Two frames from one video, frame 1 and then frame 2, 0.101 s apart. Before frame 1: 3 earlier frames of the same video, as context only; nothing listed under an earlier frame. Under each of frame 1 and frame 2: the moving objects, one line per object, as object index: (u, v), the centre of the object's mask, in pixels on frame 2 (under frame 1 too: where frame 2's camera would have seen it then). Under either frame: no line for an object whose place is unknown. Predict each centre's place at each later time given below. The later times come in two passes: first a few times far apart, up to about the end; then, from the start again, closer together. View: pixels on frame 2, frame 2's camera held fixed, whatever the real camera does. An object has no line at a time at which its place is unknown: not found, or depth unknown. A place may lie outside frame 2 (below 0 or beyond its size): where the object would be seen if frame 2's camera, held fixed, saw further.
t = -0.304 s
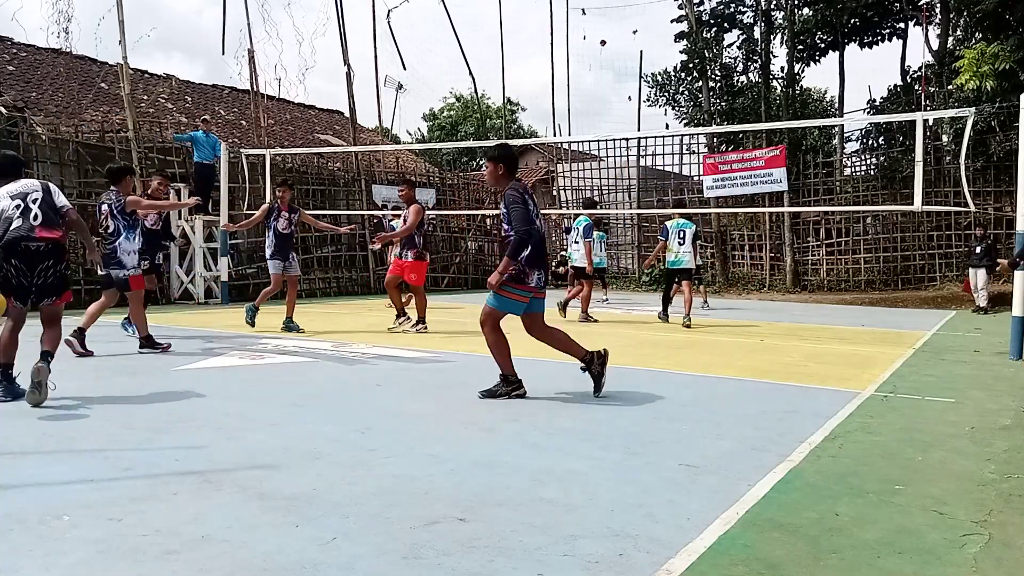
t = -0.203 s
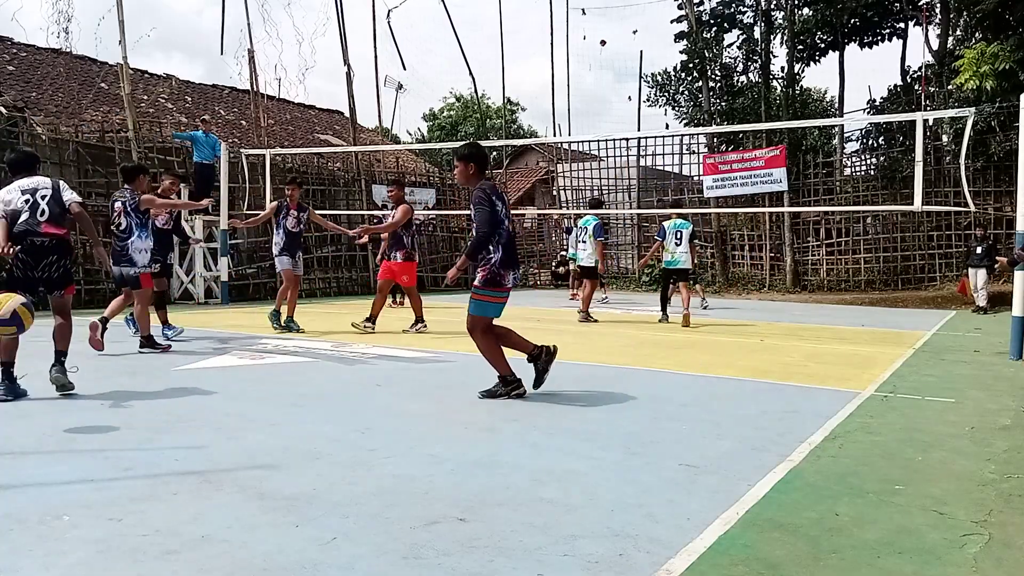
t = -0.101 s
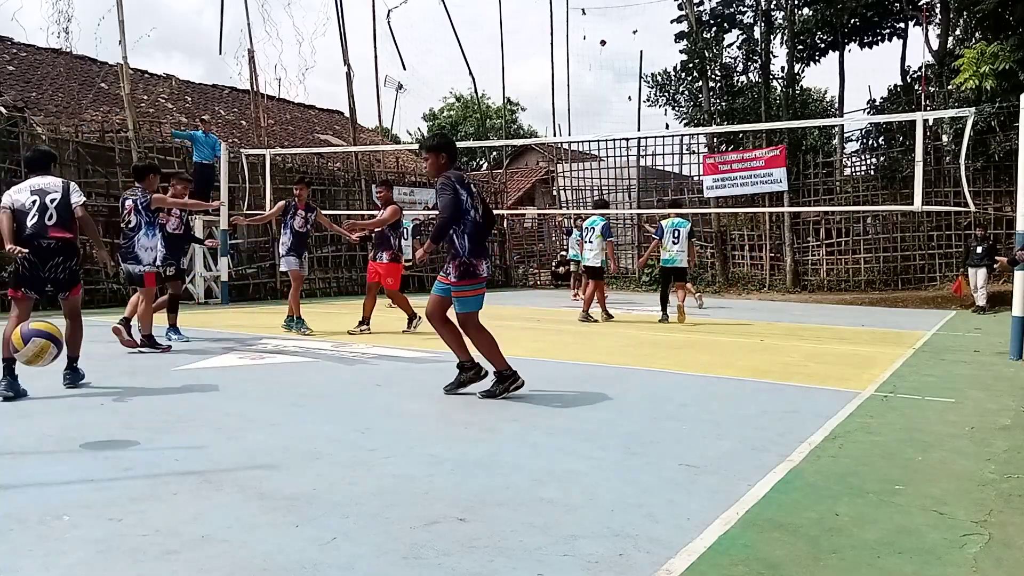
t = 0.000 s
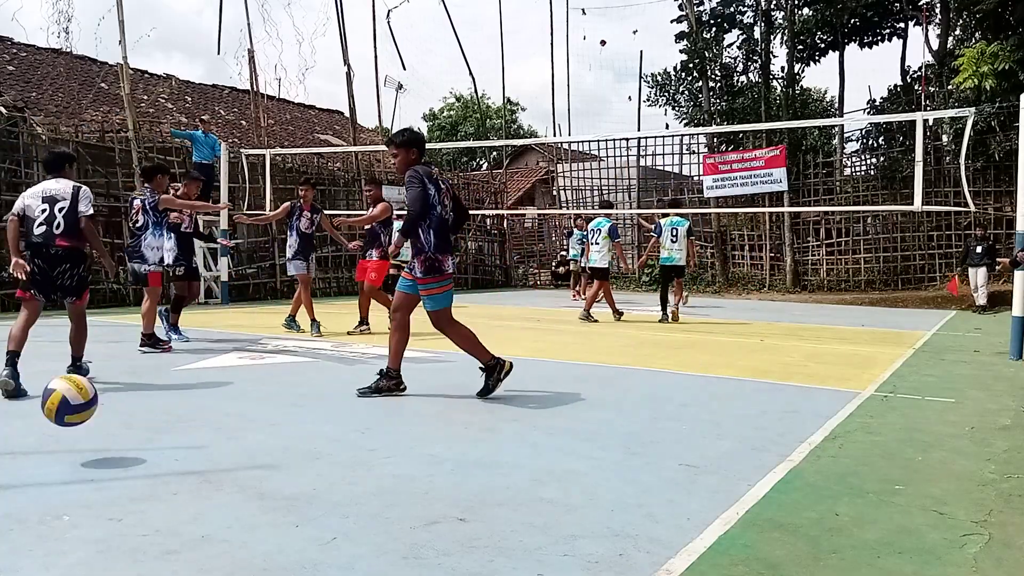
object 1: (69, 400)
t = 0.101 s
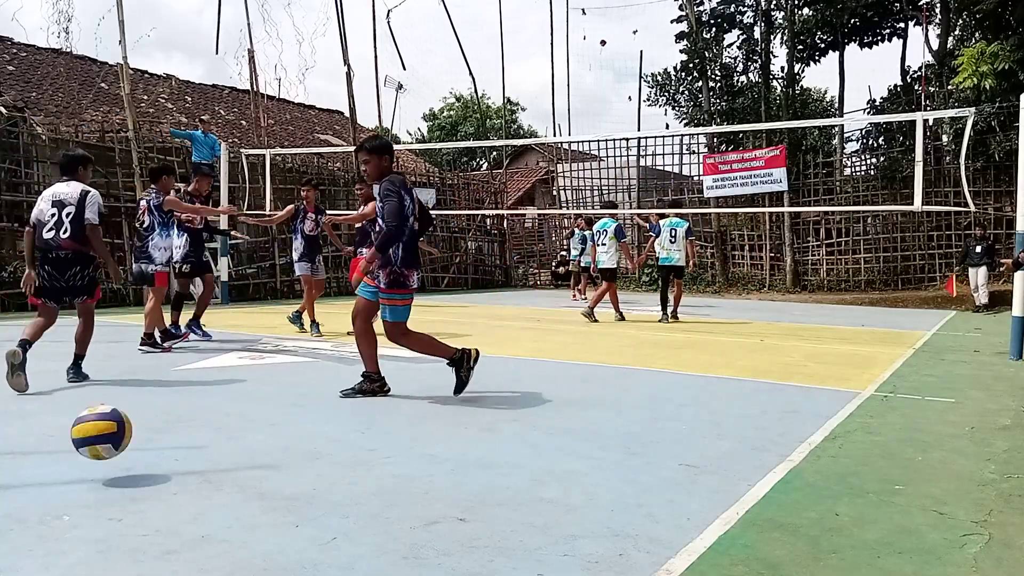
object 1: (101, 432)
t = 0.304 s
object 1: (161, 381)
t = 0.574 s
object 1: (280, 516)
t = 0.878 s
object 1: (536, 537)
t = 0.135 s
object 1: (110, 418)
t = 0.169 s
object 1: (119, 406)
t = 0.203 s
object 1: (129, 396)
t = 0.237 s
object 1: (139, 388)
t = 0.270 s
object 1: (150, 383)
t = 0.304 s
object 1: (161, 381)
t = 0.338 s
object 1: (173, 382)
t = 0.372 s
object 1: (185, 387)
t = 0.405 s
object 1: (199, 397)
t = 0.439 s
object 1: (213, 410)
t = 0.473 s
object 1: (228, 427)
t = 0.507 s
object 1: (244, 451)
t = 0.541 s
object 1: (261, 480)
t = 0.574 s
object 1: (280, 516)
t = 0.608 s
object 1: (300, 549)
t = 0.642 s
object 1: (322, 550)
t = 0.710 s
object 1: (370, 534)
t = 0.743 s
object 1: (398, 528)
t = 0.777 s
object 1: (428, 525)
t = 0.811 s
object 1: (461, 526)
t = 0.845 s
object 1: (497, 531)
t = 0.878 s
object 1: (536, 537)
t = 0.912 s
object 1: (579, 547)
